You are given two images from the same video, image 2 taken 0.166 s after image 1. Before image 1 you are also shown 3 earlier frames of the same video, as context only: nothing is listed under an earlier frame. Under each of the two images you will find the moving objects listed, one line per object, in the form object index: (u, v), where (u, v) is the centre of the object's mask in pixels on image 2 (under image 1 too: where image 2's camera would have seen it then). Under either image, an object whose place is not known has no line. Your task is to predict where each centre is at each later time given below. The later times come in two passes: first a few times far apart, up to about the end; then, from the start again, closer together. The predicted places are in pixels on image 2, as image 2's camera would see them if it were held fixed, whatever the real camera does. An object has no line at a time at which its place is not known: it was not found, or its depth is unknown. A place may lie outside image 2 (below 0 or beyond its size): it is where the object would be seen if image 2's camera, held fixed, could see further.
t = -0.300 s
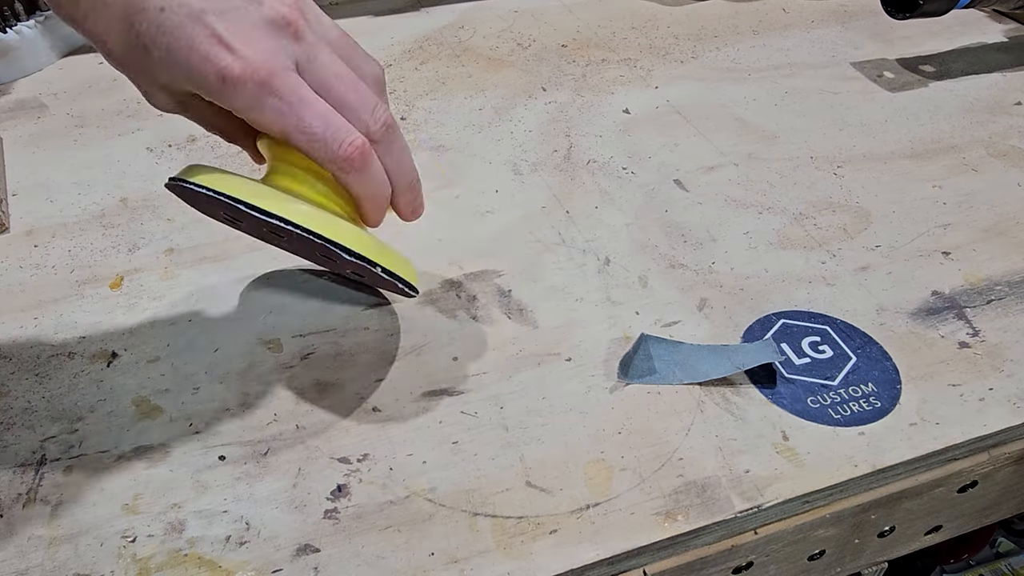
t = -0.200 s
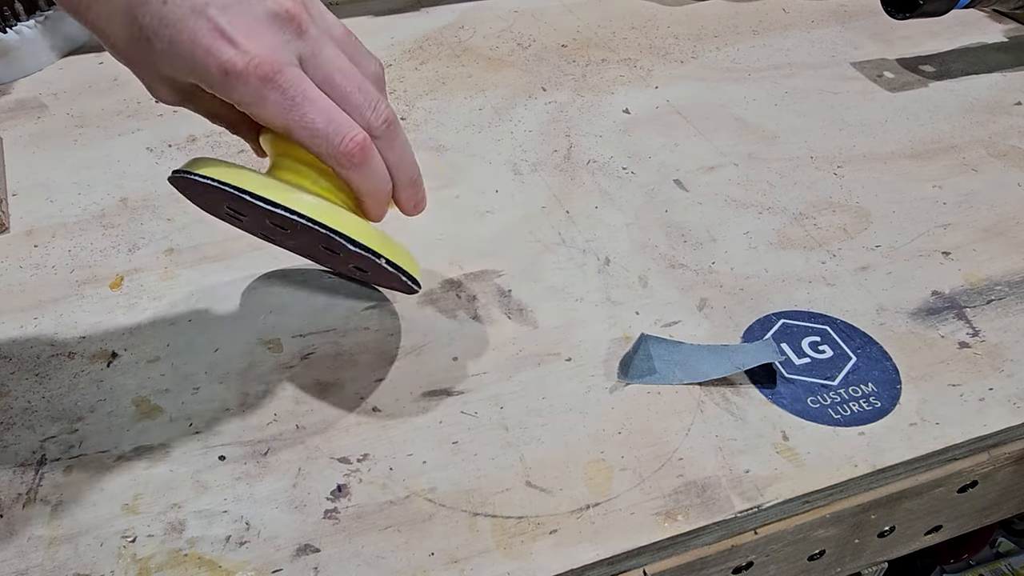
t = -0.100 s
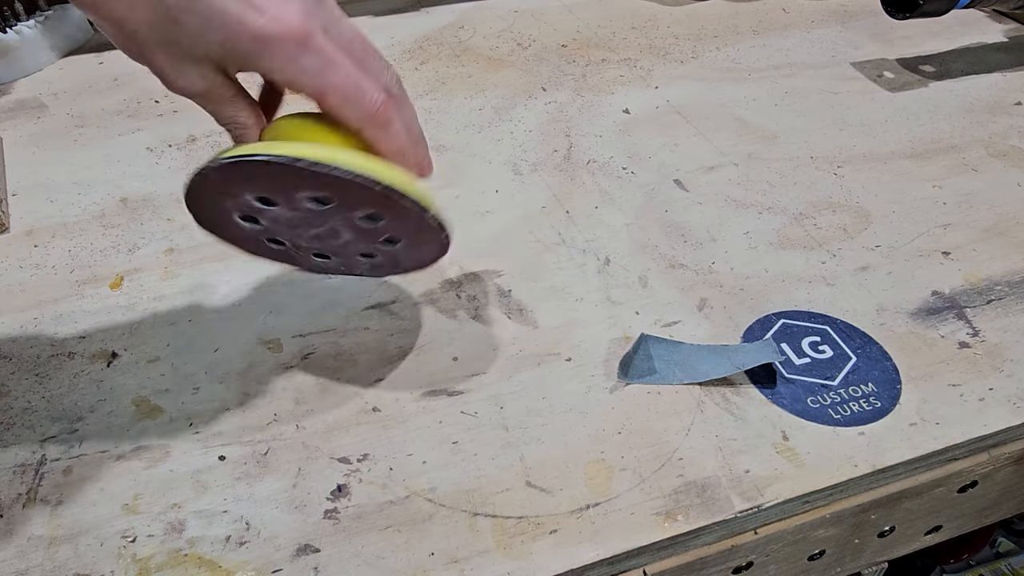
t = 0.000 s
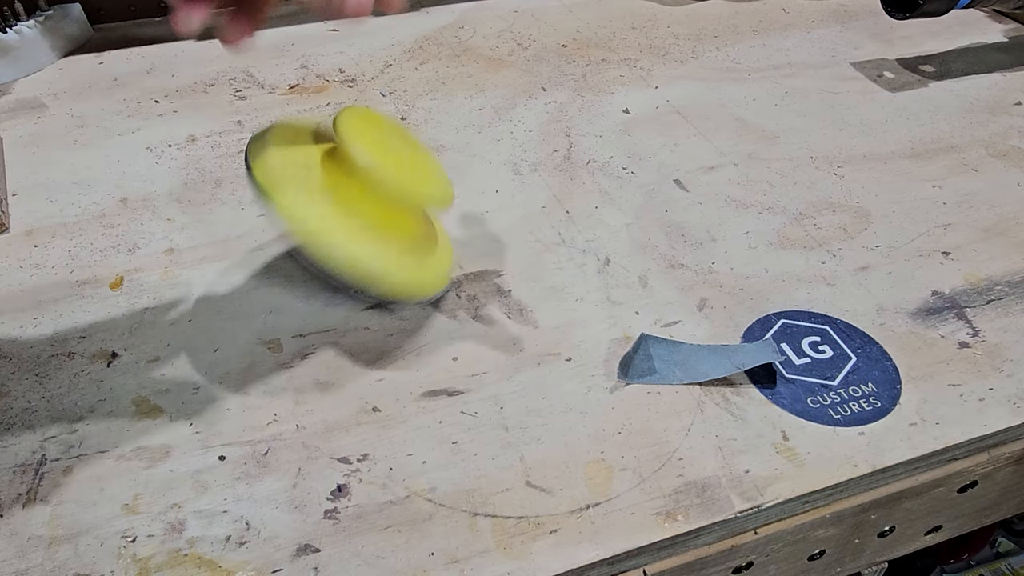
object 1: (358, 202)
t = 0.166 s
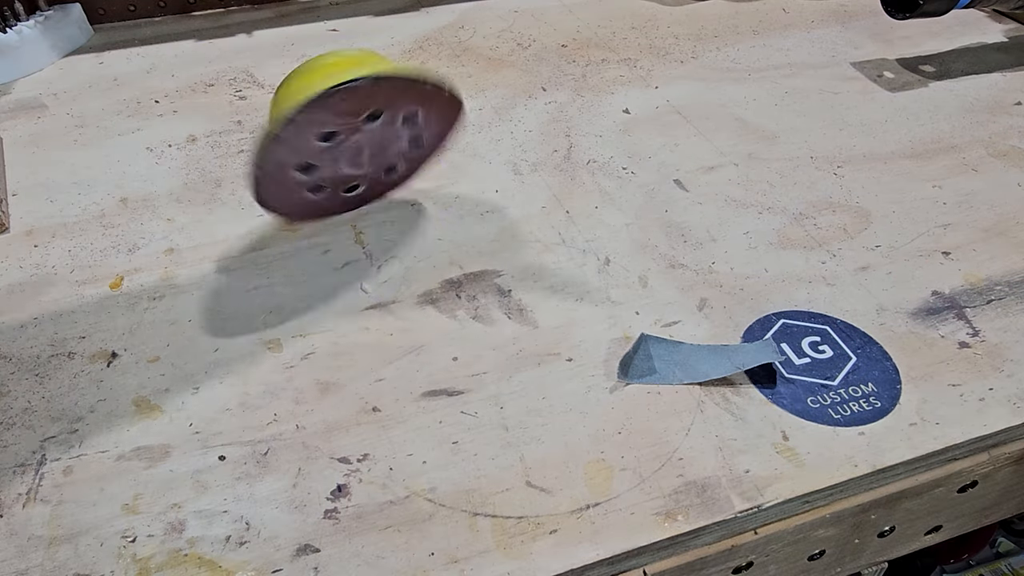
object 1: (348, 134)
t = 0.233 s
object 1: (335, 110)
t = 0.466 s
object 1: (245, 112)
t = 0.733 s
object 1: (153, 127)
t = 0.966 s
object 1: (94, 173)
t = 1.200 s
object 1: (87, 241)
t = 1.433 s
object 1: (90, 261)
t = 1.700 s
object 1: (173, 264)
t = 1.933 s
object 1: (261, 279)
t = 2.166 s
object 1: (281, 255)
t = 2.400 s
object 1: (295, 212)
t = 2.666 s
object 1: (330, 240)
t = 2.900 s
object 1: (327, 275)
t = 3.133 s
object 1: (331, 286)
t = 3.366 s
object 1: (338, 275)
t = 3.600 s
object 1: (342, 299)
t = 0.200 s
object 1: (345, 123)
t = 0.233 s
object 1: (335, 110)
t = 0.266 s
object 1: (306, 121)
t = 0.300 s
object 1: (309, 115)
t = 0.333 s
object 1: (295, 108)
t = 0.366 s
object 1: (300, 106)
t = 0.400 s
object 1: (264, 105)
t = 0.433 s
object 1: (249, 111)
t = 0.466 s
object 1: (245, 112)
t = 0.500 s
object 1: (228, 108)
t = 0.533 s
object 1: (231, 109)
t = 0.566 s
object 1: (200, 107)
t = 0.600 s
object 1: (173, 115)
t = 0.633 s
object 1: (183, 112)
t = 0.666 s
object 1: (163, 127)
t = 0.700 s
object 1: (146, 126)
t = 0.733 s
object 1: (153, 127)
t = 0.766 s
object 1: (125, 126)
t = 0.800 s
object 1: (97, 140)
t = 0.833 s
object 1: (103, 143)
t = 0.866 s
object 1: (99, 152)
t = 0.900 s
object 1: (83, 163)
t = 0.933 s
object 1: (81, 174)
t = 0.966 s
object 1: (94, 173)
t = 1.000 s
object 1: (82, 179)
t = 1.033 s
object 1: (70, 197)
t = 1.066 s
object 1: (76, 198)
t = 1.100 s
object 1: (78, 200)
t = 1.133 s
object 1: (73, 207)
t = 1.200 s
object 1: (87, 241)
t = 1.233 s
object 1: (88, 243)
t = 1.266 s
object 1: (76, 256)
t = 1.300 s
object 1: (83, 257)
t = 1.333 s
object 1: (98, 240)
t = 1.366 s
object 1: (101, 248)
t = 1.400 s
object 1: (100, 253)
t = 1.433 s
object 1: (90, 261)
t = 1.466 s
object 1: (114, 279)
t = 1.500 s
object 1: (140, 280)
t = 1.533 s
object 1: (135, 281)
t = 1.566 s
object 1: (128, 286)
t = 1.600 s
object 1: (147, 276)
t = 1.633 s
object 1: (174, 252)
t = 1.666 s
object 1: (172, 256)
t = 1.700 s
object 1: (173, 264)
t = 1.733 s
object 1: (179, 267)
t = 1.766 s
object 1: (183, 268)
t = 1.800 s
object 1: (214, 285)
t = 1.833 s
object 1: (244, 289)
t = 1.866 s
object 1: (250, 292)
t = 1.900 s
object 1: (245, 294)
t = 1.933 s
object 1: (261, 279)
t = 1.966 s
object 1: (277, 253)
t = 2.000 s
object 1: (275, 232)
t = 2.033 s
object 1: (265, 231)
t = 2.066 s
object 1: (258, 231)
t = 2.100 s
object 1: (251, 232)
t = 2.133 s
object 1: (261, 246)
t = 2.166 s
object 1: (281, 255)
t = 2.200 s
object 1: (300, 261)
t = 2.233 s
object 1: (304, 264)
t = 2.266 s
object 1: (303, 266)
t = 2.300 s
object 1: (310, 259)
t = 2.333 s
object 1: (318, 242)
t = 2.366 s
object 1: (314, 220)
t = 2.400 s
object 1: (295, 212)
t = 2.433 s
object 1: (280, 217)
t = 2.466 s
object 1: (280, 235)
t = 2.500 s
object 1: (290, 250)
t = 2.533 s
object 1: (306, 261)
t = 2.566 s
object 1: (314, 267)
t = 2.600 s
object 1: (317, 268)
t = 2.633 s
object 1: (325, 257)
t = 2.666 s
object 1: (330, 240)
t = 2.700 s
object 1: (323, 224)
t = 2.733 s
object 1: (306, 222)
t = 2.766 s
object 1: (297, 236)
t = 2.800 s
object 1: (301, 256)
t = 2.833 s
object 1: (314, 270)
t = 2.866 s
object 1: (323, 278)
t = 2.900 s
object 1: (327, 275)
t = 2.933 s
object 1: (336, 260)
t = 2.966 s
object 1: (335, 247)
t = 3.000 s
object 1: (323, 243)
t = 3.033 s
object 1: (315, 255)
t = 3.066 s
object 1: (319, 273)
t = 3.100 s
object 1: (329, 285)
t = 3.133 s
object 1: (331, 286)
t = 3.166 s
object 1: (336, 271)
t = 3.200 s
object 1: (334, 261)
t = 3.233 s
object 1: (327, 265)
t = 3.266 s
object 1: (328, 281)
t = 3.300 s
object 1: (336, 294)
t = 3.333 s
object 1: (336, 288)
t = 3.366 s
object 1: (338, 275)
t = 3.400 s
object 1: (335, 276)
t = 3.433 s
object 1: (338, 290)
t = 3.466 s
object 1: (340, 298)
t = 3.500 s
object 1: (341, 287)
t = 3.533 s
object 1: (339, 285)
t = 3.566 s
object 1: (343, 295)
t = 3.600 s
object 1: (342, 299)
